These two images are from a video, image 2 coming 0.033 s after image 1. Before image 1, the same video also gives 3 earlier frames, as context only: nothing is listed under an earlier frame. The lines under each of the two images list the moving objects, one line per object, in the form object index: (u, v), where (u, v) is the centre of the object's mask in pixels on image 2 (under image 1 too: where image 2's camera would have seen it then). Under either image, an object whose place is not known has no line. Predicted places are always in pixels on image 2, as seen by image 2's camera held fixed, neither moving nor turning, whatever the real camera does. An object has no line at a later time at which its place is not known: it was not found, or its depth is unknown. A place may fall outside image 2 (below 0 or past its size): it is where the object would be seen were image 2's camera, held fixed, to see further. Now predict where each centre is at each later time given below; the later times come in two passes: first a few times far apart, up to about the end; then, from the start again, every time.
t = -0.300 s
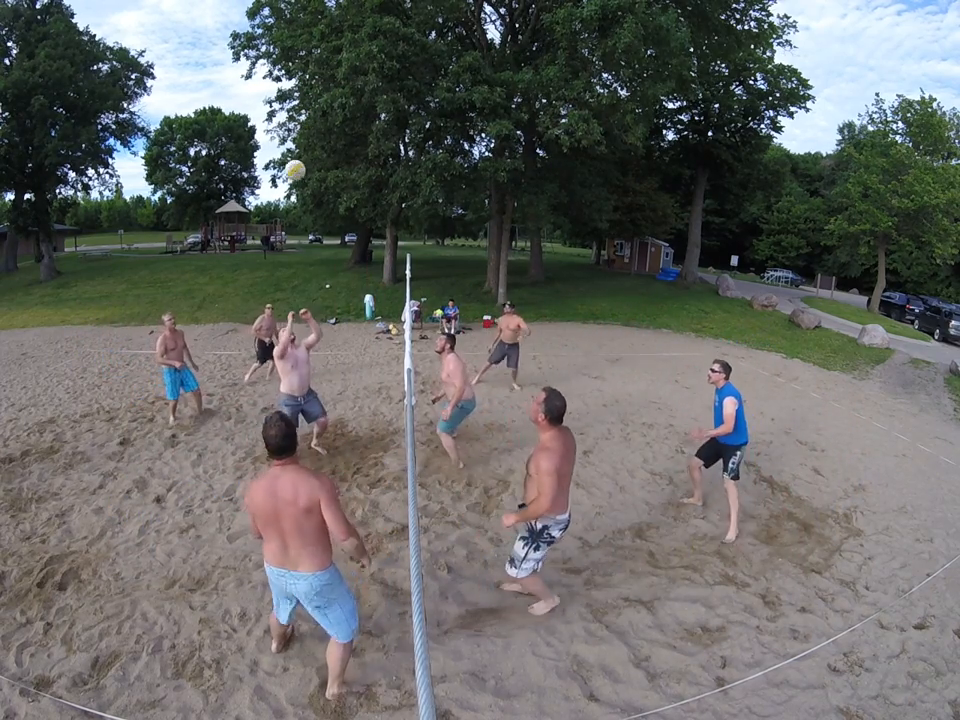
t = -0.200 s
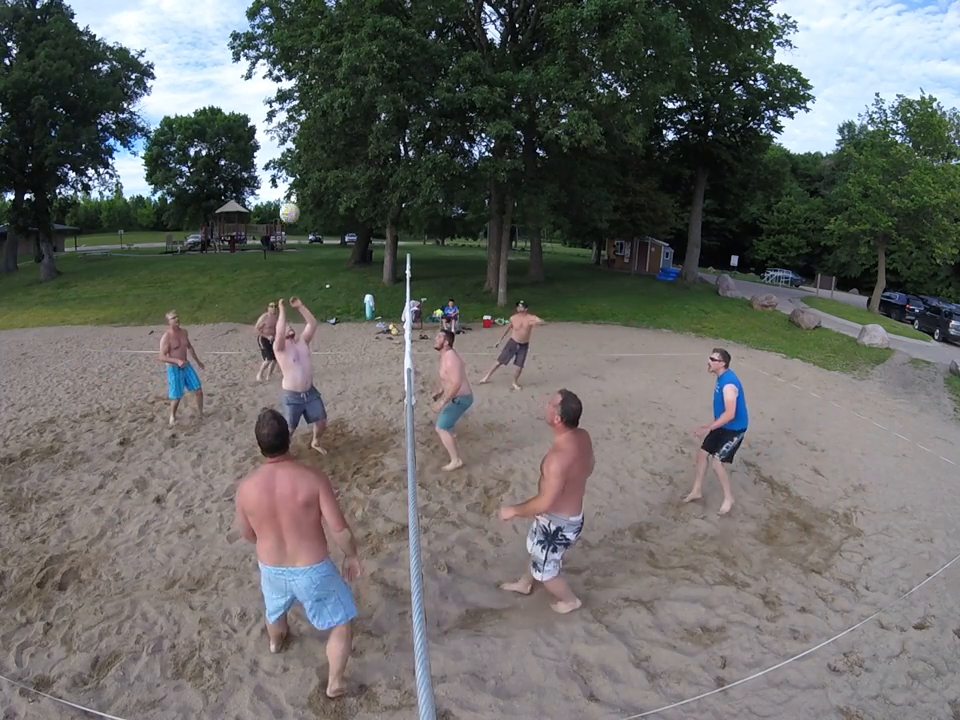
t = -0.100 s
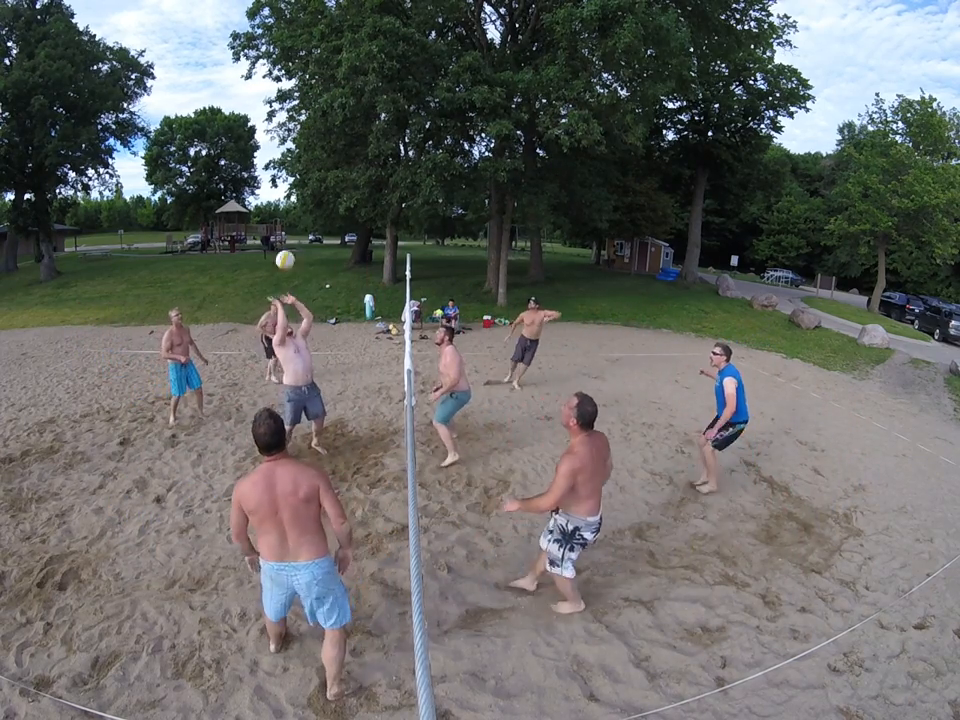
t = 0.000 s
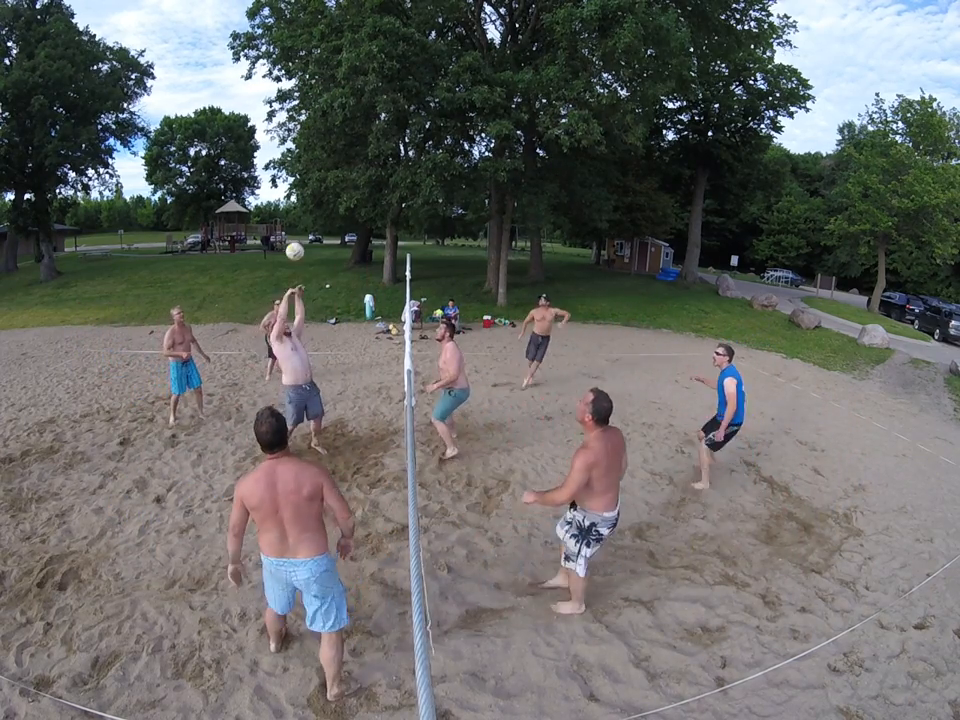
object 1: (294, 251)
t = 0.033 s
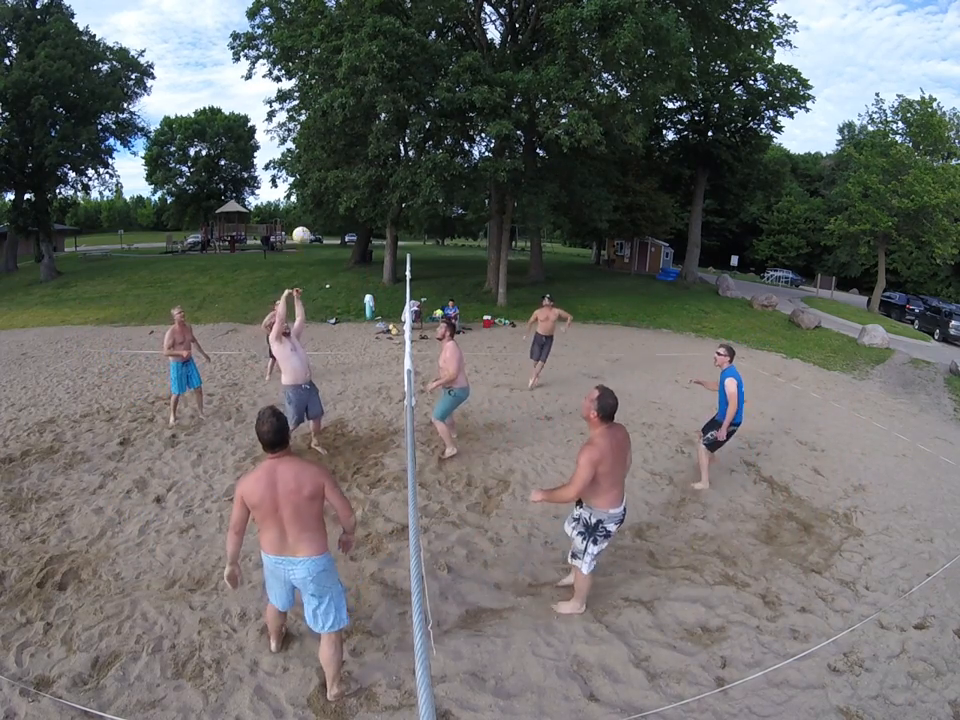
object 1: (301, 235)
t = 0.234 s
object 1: (338, 167)
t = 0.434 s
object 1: (368, 137)
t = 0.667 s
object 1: (395, 137)
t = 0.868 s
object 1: (412, 161)
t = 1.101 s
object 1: (428, 210)
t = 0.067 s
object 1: (308, 221)
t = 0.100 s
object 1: (314, 208)
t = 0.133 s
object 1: (321, 196)
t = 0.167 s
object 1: (327, 185)
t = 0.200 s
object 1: (332, 175)
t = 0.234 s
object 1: (338, 167)
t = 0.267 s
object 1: (344, 160)
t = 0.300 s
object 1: (349, 153)
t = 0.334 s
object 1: (354, 148)
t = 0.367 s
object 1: (359, 143)
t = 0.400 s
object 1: (363, 139)
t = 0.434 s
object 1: (368, 137)
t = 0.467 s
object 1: (372, 135)
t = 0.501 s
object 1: (376, 133)
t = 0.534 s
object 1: (380, 133)
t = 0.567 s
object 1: (384, 133)
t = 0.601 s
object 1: (388, 134)
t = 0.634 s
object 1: (391, 135)
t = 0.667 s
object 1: (395, 137)
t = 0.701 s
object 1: (398, 139)
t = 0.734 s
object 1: (401, 143)
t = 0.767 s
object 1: (404, 146)
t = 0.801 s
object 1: (406, 151)
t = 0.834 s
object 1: (410, 155)
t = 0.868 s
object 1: (412, 161)
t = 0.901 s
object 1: (415, 166)
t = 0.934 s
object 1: (417, 173)
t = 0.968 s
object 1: (420, 179)
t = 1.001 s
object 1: (422, 186)
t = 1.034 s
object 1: (424, 194)
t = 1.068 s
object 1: (426, 202)
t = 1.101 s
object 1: (428, 210)
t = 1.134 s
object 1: (431, 219)
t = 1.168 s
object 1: (433, 228)
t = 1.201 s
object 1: (435, 238)
